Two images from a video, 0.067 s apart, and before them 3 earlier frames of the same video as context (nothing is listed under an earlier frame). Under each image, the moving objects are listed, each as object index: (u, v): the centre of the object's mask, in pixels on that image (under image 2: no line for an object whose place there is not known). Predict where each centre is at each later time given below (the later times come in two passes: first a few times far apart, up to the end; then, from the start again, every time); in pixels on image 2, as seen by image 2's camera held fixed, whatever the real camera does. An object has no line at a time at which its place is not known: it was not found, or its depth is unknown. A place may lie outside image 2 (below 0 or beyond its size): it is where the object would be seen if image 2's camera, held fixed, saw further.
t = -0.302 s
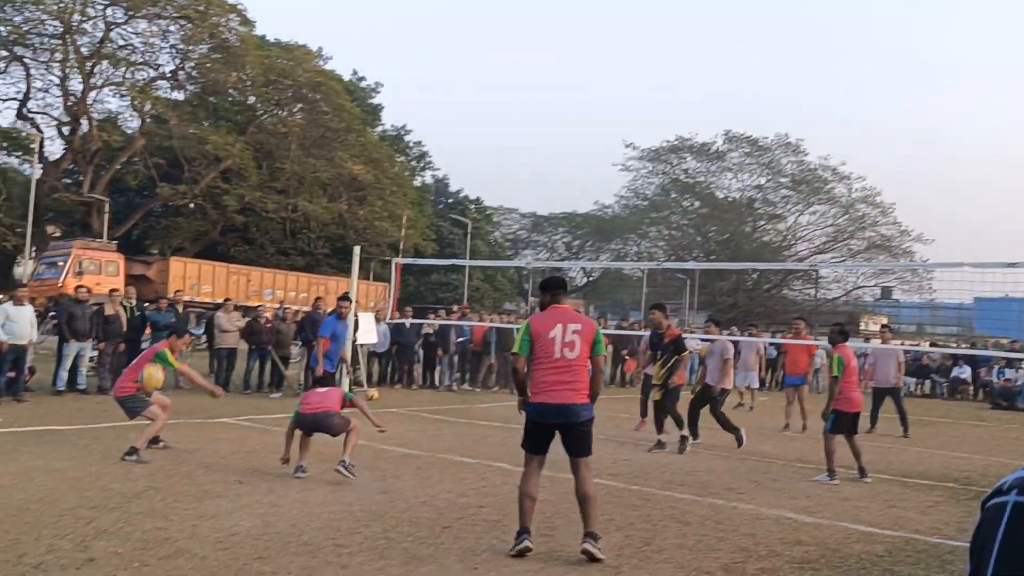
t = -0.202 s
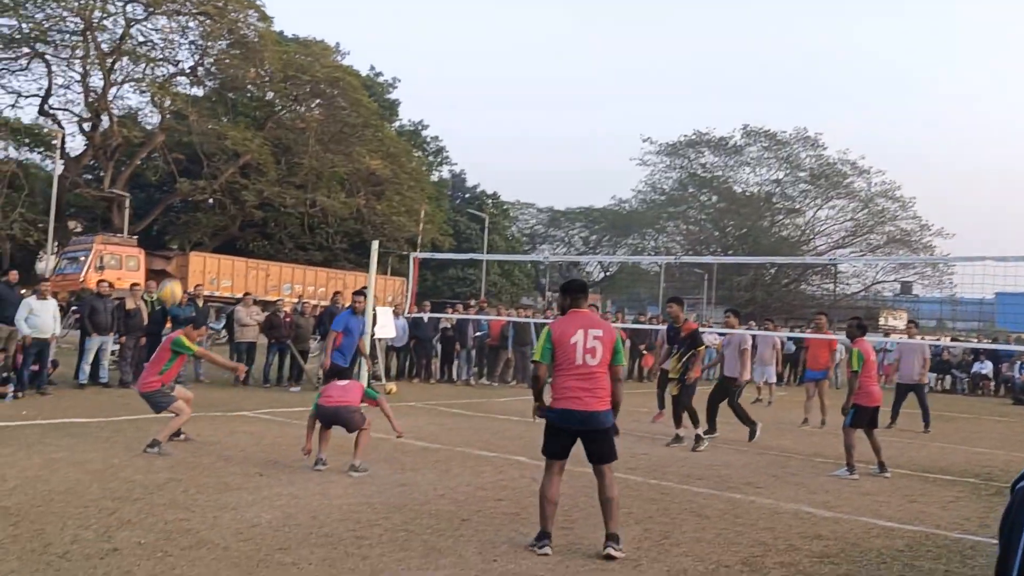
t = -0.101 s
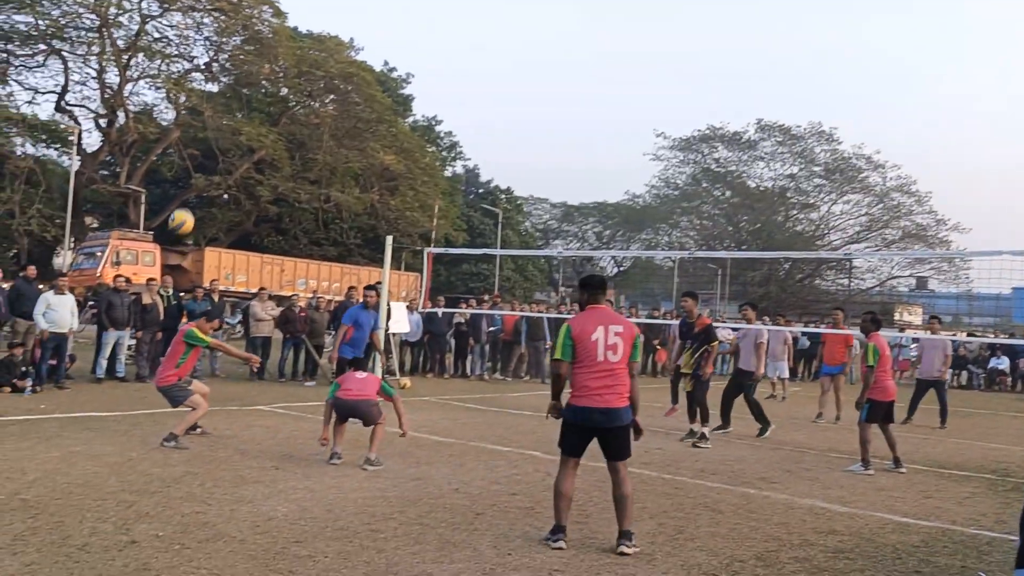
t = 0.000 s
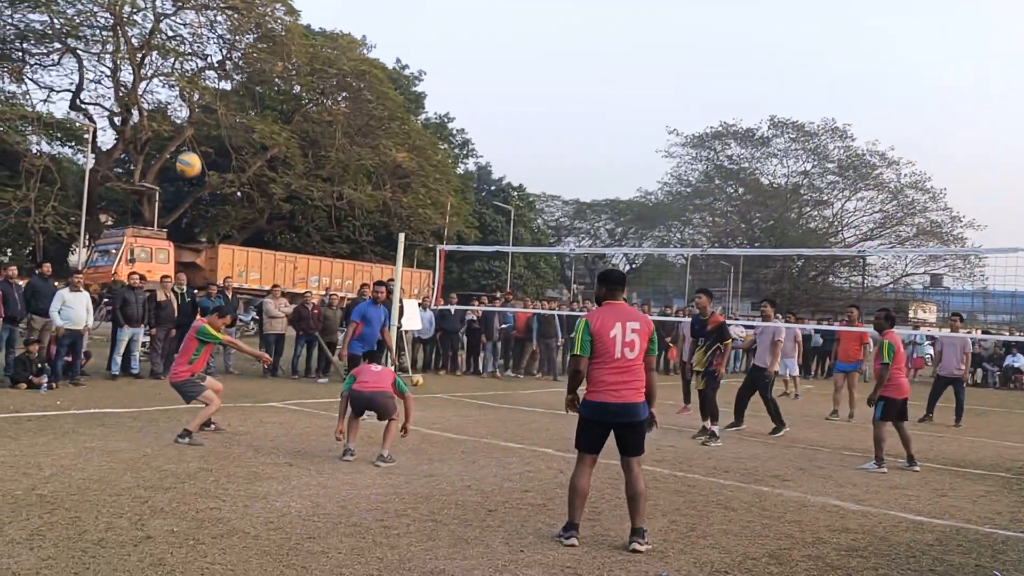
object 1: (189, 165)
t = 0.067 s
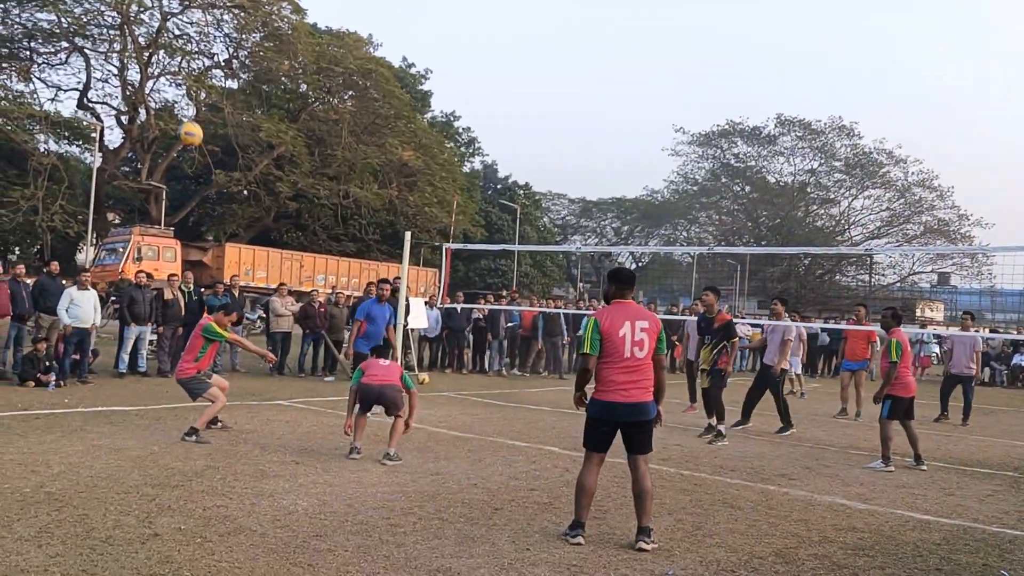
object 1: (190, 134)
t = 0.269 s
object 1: (172, 72)
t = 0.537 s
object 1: (141, 57)
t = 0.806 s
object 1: (101, 120)
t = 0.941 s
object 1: (80, 181)
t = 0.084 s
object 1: (190, 128)
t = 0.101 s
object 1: (188, 122)
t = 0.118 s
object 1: (187, 114)
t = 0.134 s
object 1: (185, 109)
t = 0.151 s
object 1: (183, 103)
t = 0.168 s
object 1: (182, 98)
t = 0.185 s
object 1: (180, 93)
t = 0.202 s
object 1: (179, 88)
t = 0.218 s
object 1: (177, 84)
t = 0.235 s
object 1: (176, 80)
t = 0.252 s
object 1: (174, 76)
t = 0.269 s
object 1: (172, 72)
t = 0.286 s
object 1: (171, 70)
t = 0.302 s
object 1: (169, 67)
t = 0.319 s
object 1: (167, 64)
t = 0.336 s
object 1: (165, 62)
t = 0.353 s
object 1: (163, 60)
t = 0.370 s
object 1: (161, 58)
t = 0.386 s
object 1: (159, 57)
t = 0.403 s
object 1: (157, 55)
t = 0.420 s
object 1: (155, 54)
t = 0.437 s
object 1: (153, 55)
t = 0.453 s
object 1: (151, 54)
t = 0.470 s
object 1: (149, 54)
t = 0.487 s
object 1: (148, 54)
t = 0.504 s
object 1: (145, 55)
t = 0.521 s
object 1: (143, 56)
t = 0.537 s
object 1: (141, 57)
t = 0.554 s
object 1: (138, 59)
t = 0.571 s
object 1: (136, 61)
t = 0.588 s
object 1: (134, 63)
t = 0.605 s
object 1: (132, 66)
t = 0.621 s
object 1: (130, 68)
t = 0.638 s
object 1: (128, 72)
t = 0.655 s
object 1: (126, 75)
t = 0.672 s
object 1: (124, 79)
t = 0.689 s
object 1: (120, 84)
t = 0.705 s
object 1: (118, 89)
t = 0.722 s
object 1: (116, 94)
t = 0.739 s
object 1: (114, 98)
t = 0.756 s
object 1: (111, 102)
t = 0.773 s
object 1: (108, 107)
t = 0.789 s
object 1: (105, 113)
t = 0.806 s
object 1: (101, 120)
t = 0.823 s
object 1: (99, 128)
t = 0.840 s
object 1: (97, 135)
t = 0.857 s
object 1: (95, 141)
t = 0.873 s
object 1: (93, 148)
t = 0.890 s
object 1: (90, 155)
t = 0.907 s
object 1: (87, 163)
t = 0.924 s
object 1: (83, 173)
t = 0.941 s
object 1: (80, 181)
